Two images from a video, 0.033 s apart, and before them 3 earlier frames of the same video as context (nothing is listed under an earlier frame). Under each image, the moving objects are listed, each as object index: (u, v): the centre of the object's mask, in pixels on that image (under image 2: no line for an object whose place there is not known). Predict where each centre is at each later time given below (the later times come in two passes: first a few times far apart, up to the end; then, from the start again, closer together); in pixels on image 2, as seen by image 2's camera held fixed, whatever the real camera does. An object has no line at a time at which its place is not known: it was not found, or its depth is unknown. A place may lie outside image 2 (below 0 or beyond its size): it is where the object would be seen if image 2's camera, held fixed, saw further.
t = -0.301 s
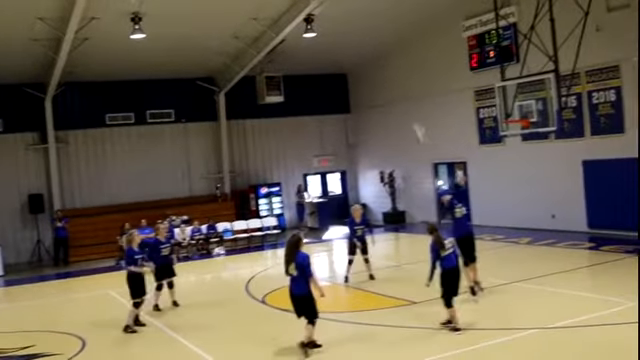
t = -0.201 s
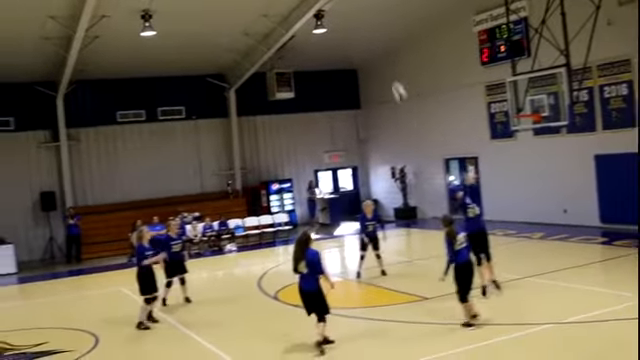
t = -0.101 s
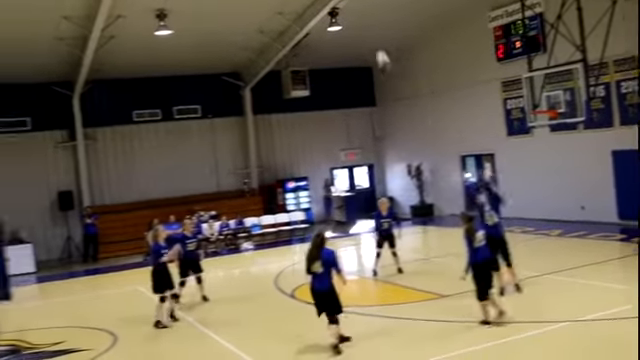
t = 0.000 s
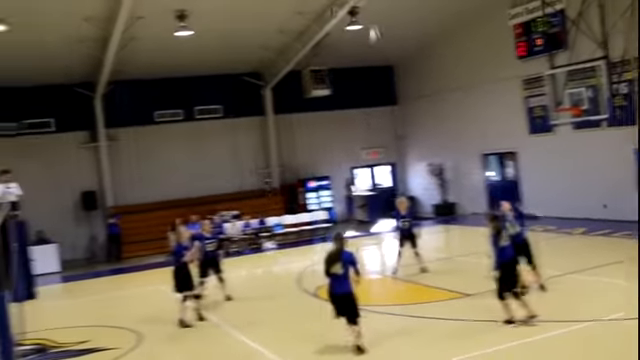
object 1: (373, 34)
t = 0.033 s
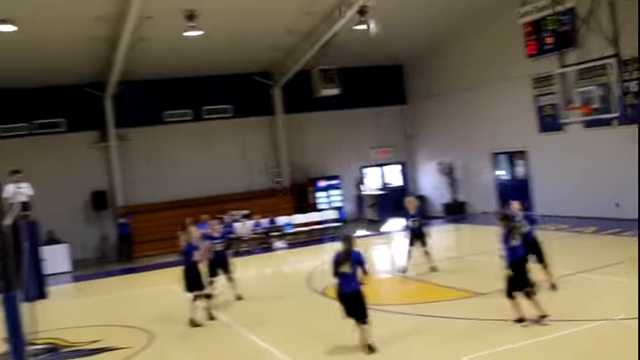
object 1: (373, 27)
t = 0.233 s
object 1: (314, 6)
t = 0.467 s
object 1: (255, 8)
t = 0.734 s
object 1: (190, 57)
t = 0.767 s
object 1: (183, 65)
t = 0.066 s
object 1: (363, 21)
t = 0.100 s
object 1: (355, 16)
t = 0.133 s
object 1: (344, 11)
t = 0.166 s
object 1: (335, 9)
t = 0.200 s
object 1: (326, 8)
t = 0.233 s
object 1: (314, 6)
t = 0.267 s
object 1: (304, 7)
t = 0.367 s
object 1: (280, 7)
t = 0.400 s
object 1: (274, 9)
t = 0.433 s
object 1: (263, 7)
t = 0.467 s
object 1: (255, 8)
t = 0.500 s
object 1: (245, 10)
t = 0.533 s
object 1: (237, 15)
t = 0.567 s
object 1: (229, 20)
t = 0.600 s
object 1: (220, 27)
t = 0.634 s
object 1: (212, 29)
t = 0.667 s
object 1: (207, 40)
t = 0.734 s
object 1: (190, 57)
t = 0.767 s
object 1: (183, 65)
